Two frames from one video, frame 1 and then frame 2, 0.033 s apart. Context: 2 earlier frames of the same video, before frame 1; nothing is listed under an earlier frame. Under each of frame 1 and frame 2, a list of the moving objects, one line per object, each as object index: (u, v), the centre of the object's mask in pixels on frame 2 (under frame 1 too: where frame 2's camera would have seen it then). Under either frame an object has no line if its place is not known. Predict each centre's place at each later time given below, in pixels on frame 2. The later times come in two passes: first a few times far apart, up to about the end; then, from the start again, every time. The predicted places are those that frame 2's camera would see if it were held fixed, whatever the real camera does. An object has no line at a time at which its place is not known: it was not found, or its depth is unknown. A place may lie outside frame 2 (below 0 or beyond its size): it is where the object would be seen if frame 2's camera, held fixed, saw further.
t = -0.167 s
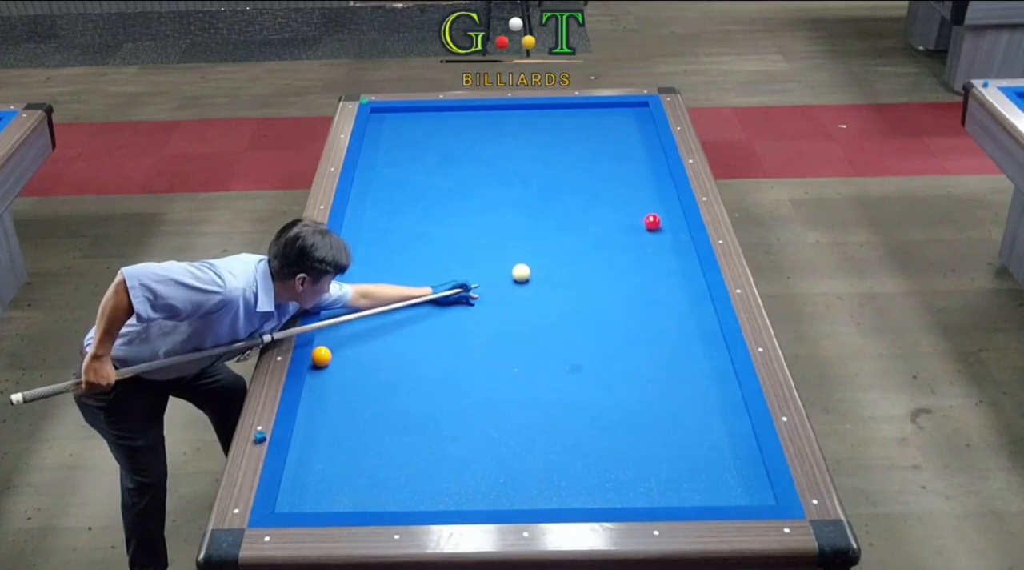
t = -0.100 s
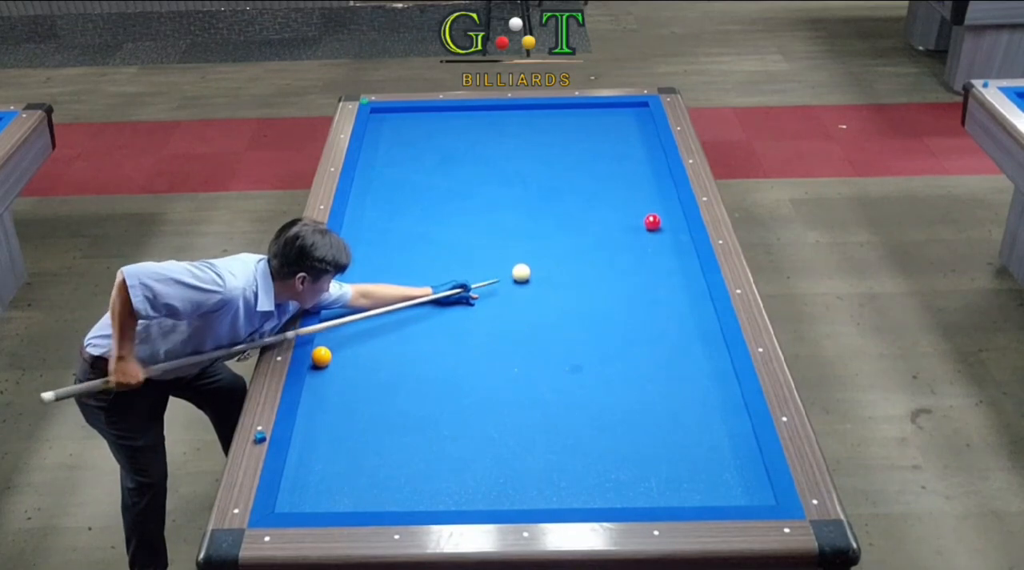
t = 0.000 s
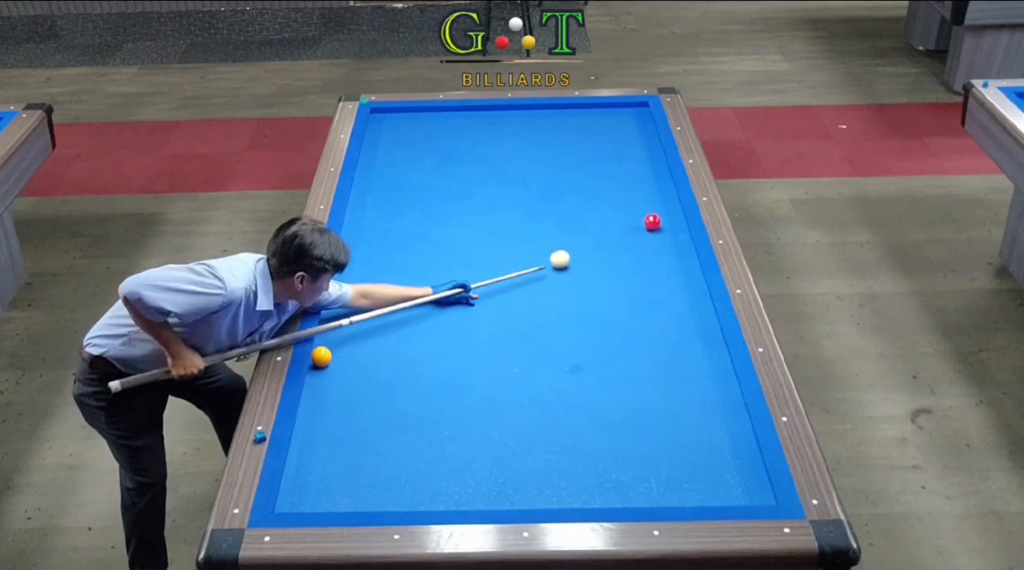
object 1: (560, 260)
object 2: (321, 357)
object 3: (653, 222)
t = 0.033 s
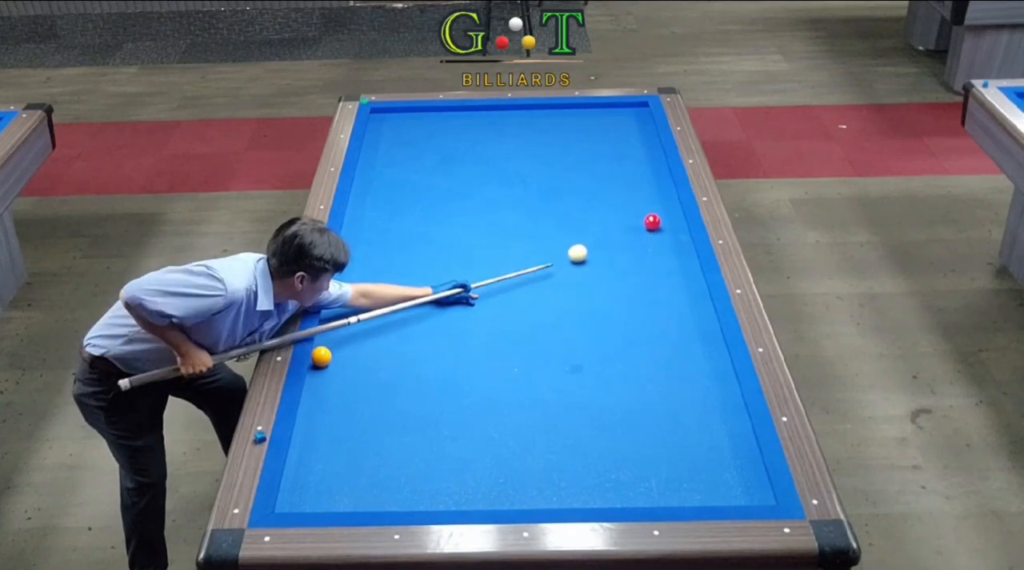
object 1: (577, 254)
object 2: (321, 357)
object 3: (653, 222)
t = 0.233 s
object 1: (666, 233)
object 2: (321, 357)
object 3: (657, 213)
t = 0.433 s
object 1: (647, 246)
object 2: (321, 357)
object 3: (664, 184)
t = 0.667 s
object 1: (604, 262)
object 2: (321, 357)
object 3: (642, 161)
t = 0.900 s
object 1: (565, 276)
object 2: (321, 357)
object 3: (624, 142)
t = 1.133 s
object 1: (526, 291)
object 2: (321, 357)
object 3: (607, 124)
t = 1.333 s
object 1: (492, 304)
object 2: (321, 357)
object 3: (594, 109)
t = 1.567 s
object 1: (450, 319)
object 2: (321, 357)
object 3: (584, 116)
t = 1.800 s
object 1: (409, 335)
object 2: (321, 357)
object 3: (574, 125)
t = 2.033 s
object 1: (366, 351)
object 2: (321, 357)
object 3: (564, 135)
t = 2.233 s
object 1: (334, 366)
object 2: (321, 356)
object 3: (556, 143)
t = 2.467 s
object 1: (317, 386)
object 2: (337, 355)
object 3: (545, 154)
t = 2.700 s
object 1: (325, 402)
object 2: (350, 354)
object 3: (535, 164)
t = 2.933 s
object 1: (332, 417)
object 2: (363, 352)
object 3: (525, 174)
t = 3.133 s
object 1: (339, 432)
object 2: (373, 352)
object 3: (515, 183)
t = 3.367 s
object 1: (347, 448)
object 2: (384, 351)
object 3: (506, 193)
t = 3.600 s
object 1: (355, 465)
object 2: (394, 350)
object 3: (495, 204)
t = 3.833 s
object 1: (363, 481)
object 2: (404, 349)
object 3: (484, 214)
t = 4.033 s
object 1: (370, 495)
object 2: (411, 349)
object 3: (476, 223)
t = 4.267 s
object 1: (378, 500)
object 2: (420, 348)
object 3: (465, 234)
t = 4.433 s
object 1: (382, 495)
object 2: (425, 348)
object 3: (458, 242)
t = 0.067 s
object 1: (595, 248)
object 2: (321, 357)
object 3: (653, 222)
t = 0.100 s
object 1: (611, 243)
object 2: (321, 357)
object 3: (653, 222)
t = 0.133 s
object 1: (627, 237)
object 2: (321, 357)
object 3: (653, 222)
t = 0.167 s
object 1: (641, 232)
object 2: (321, 357)
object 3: (653, 221)
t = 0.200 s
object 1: (654, 231)
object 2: (321, 357)
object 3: (654, 216)
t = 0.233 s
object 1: (666, 233)
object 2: (321, 357)
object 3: (657, 213)
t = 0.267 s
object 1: (677, 234)
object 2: (321, 357)
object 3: (660, 207)
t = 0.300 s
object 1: (680, 236)
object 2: (321, 357)
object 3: (663, 202)
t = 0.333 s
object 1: (671, 239)
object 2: (321, 357)
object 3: (665, 196)
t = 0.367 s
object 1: (662, 241)
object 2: (321, 357)
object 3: (668, 192)
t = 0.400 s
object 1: (654, 244)
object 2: (321, 357)
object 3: (668, 187)
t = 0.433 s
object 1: (647, 246)
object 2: (321, 357)
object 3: (664, 184)
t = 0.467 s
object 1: (639, 249)
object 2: (321, 357)
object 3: (660, 180)
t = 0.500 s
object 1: (633, 251)
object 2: (321, 357)
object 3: (656, 177)
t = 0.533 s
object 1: (626, 253)
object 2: (321, 357)
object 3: (653, 174)
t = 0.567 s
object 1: (620, 256)
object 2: (321, 357)
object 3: (651, 170)
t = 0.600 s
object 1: (615, 258)
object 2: (321, 357)
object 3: (648, 167)
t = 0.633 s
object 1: (609, 260)
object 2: (321, 357)
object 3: (645, 165)
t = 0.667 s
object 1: (604, 262)
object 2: (321, 357)
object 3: (642, 161)
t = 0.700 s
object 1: (598, 264)
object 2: (321, 357)
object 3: (639, 158)
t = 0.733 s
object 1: (593, 266)
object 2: (321, 357)
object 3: (637, 156)
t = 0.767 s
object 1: (588, 268)
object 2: (321, 357)
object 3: (634, 153)
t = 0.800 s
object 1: (582, 270)
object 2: (321, 357)
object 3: (632, 150)
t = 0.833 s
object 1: (577, 272)
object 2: (321, 357)
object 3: (629, 147)
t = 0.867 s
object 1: (571, 274)
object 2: (321, 357)
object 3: (627, 144)
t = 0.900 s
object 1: (565, 276)
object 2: (321, 357)
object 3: (624, 142)
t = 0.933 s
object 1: (560, 278)
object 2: (321, 357)
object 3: (621, 139)
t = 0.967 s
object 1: (554, 280)
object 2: (321, 357)
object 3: (619, 136)
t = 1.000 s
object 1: (549, 282)
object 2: (321, 357)
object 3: (617, 134)
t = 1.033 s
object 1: (543, 285)
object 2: (321, 357)
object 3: (614, 131)
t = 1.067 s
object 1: (537, 287)
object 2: (321, 357)
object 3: (612, 129)
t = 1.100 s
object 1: (532, 289)
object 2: (321, 357)
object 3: (610, 126)
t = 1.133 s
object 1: (526, 291)
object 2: (321, 357)
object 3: (607, 124)
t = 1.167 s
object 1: (521, 293)
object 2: (321, 357)
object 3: (605, 121)
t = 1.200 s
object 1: (515, 295)
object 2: (321, 357)
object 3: (603, 119)
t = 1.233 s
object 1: (509, 297)
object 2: (321, 357)
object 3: (601, 117)
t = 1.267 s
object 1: (503, 300)
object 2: (321, 357)
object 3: (599, 114)
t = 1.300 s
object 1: (498, 302)
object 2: (321, 357)
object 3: (596, 112)
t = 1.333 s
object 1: (492, 304)
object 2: (321, 357)
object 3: (594, 109)
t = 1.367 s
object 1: (486, 306)
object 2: (321, 357)
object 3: (592, 107)
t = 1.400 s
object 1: (480, 308)
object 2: (321, 357)
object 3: (590, 107)
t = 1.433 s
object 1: (474, 311)
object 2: (321, 357)
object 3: (589, 109)
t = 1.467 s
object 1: (468, 313)
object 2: (321, 357)
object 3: (588, 111)
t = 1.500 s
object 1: (462, 315)
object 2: (320, 357)
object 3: (587, 113)
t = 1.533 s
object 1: (456, 318)
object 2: (320, 357)
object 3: (586, 114)
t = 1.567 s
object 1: (450, 319)
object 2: (321, 357)
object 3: (584, 116)
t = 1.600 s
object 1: (445, 322)
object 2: (320, 358)
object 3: (583, 117)
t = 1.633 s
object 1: (438, 324)
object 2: (320, 357)
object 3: (581, 119)
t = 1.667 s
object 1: (433, 326)
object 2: (321, 357)
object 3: (579, 120)
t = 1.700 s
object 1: (427, 329)
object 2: (320, 358)
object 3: (578, 121)
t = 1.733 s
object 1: (421, 331)
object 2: (320, 357)
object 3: (577, 123)
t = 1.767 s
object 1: (415, 333)
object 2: (321, 357)
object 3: (576, 124)
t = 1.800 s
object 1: (409, 335)
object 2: (321, 357)
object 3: (574, 125)
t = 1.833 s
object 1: (402, 337)
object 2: (321, 357)
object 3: (573, 127)
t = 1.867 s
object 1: (396, 340)
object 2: (321, 357)
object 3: (571, 128)
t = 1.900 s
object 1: (390, 342)
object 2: (321, 357)
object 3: (570, 129)
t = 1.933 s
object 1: (384, 344)
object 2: (321, 357)
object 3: (568, 131)
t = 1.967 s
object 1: (378, 346)
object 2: (321, 357)
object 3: (567, 132)
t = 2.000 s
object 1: (372, 349)
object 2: (321, 357)
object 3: (566, 134)
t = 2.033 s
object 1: (366, 351)
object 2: (321, 357)
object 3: (564, 135)
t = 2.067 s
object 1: (360, 353)
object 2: (320, 357)
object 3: (563, 136)
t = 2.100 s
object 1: (354, 356)
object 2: (321, 357)
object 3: (561, 138)
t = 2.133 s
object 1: (348, 358)
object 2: (321, 357)
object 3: (560, 139)
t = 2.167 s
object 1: (341, 360)
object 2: (320, 357)
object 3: (558, 141)
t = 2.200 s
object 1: (337, 363)
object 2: (319, 357)
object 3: (557, 142)
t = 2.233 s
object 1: (334, 366)
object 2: (321, 356)
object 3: (556, 143)
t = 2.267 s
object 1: (330, 369)
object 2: (324, 354)
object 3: (554, 145)
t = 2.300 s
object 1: (326, 372)
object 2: (327, 354)
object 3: (553, 146)
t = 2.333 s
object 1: (323, 375)
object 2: (330, 355)
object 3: (551, 148)
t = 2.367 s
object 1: (319, 378)
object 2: (331, 356)
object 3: (550, 149)
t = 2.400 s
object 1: (315, 381)
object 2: (333, 355)
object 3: (548, 151)
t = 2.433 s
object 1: (316, 383)
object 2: (335, 355)
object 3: (547, 152)
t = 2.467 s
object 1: (317, 386)
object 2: (337, 355)
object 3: (545, 154)
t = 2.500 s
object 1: (318, 388)
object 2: (339, 355)
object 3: (544, 155)
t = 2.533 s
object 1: (319, 390)
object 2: (341, 355)
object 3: (542, 157)
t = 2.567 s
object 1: (320, 393)
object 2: (343, 355)
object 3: (541, 158)
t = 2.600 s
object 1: (321, 395)
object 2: (345, 354)
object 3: (539, 159)
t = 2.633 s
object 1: (322, 397)
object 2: (347, 354)
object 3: (538, 161)
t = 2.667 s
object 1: (323, 399)
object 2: (349, 354)
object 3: (537, 162)
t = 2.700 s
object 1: (325, 402)
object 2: (350, 354)
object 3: (535, 164)
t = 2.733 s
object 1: (326, 404)
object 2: (352, 354)
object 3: (534, 165)
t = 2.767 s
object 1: (327, 406)
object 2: (354, 353)
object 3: (532, 167)
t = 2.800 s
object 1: (328, 408)
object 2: (356, 353)
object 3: (531, 168)
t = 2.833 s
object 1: (329, 410)
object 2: (358, 353)
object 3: (529, 170)
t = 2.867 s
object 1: (330, 413)
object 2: (359, 353)
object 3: (527, 171)
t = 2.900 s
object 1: (331, 415)
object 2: (361, 353)
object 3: (526, 172)
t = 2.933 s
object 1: (332, 417)
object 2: (363, 352)
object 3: (525, 174)
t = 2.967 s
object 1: (333, 420)
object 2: (365, 352)
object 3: (523, 175)
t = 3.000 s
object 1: (334, 422)
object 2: (366, 352)
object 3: (522, 177)
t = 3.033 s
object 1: (336, 424)
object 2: (368, 352)
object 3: (520, 178)
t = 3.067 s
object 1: (337, 427)
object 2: (370, 352)
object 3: (519, 180)
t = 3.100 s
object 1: (338, 429)
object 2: (371, 352)
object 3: (517, 181)
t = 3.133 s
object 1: (339, 432)
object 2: (373, 352)
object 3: (515, 183)
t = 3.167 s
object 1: (340, 434)
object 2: (374, 352)
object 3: (514, 184)
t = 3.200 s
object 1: (341, 436)
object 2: (376, 351)
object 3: (513, 186)
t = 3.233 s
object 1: (343, 439)
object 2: (377, 351)
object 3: (511, 187)
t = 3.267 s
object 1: (344, 441)
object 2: (379, 351)
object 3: (510, 189)
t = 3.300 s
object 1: (345, 443)
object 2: (381, 351)
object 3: (509, 190)
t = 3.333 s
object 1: (346, 446)
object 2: (382, 351)
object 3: (507, 192)
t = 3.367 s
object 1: (347, 448)
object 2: (384, 351)
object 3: (506, 193)
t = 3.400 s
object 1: (348, 451)
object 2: (385, 351)
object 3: (504, 195)
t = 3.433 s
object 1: (349, 453)
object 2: (387, 351)
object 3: (502, 196)
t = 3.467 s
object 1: (350, 455)
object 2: (389, 350)
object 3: (501, 198)
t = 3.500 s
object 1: (352, 458)
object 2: (390, 350)
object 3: (500, 199)
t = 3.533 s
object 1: (353, 460)
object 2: (391, 350)
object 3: (498, 201)
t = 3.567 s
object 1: (354, 462)
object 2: (393, 350)
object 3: (496, 203)
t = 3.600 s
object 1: (355, 465)
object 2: (394, 350)
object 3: (495, 204)
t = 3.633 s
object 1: (356, 467)
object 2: (396, 350)
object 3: (493, 205)
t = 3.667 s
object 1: (357, 470)
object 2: (397, 350)
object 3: (492, 207)
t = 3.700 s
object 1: (358, 472)
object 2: (398, 349)
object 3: (490, 208)
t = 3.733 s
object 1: (359, 474)
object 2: (400, 349)
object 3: (489, 210)
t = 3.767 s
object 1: (361, 477)
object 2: (401, 349)
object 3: (488, 211)
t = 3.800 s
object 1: (362, 479)
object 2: (403, 349)
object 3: (486, 213)
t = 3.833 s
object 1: (363, 481)
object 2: (404, 349)
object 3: (484, 214)
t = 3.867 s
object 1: (364, 484)
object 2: (405, 349)
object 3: (483, 216)
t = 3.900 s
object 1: (365, 486)
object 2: (406, 349)
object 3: (482, 218)
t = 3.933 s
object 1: (366, 488)
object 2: (408, 349)
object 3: (480, 219)
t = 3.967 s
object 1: (368, 491)
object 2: (409, 349)
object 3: (478, 220)
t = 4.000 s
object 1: (369, 493)
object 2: (410, 349)
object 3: (477, 222)
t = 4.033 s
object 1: (370, 495)
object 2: (411, 349)
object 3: (476, 223)
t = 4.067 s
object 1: (371, 498)
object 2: (413, 349)
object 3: (474, 225)
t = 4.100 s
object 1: (372, 499)
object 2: (414, 348)
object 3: (473, 227)
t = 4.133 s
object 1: (374, 501)
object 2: (415, 348)
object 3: (471, 228)
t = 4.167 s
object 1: (375, 502)
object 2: (417, 348)
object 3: (469, 230)
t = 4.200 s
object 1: (376, 501)
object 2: (418, 348)
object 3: (468, 231)
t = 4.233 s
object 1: (377, 500)
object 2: (419, 348)
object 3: (467, 233)
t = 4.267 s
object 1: (378, 500)
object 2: (420, 348)
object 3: (465, 234)
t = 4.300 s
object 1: (379, 499)
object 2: (421, 348)
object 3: (463, 236)
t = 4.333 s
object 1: (380, 498)
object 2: (422, 348)
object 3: (462, 238)
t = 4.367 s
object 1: (380, 497)
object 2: (423, 348)
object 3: (460, 239)
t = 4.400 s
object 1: (381, 496)
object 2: (424, 348)
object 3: (459, 241)
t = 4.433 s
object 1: (382, 495)
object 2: (425, 348)
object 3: (458, 242)
